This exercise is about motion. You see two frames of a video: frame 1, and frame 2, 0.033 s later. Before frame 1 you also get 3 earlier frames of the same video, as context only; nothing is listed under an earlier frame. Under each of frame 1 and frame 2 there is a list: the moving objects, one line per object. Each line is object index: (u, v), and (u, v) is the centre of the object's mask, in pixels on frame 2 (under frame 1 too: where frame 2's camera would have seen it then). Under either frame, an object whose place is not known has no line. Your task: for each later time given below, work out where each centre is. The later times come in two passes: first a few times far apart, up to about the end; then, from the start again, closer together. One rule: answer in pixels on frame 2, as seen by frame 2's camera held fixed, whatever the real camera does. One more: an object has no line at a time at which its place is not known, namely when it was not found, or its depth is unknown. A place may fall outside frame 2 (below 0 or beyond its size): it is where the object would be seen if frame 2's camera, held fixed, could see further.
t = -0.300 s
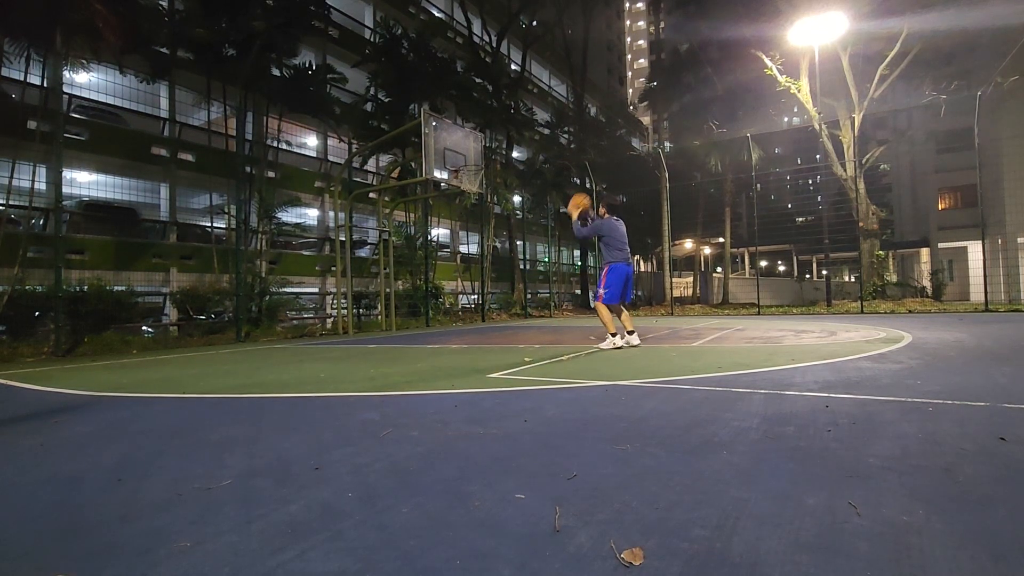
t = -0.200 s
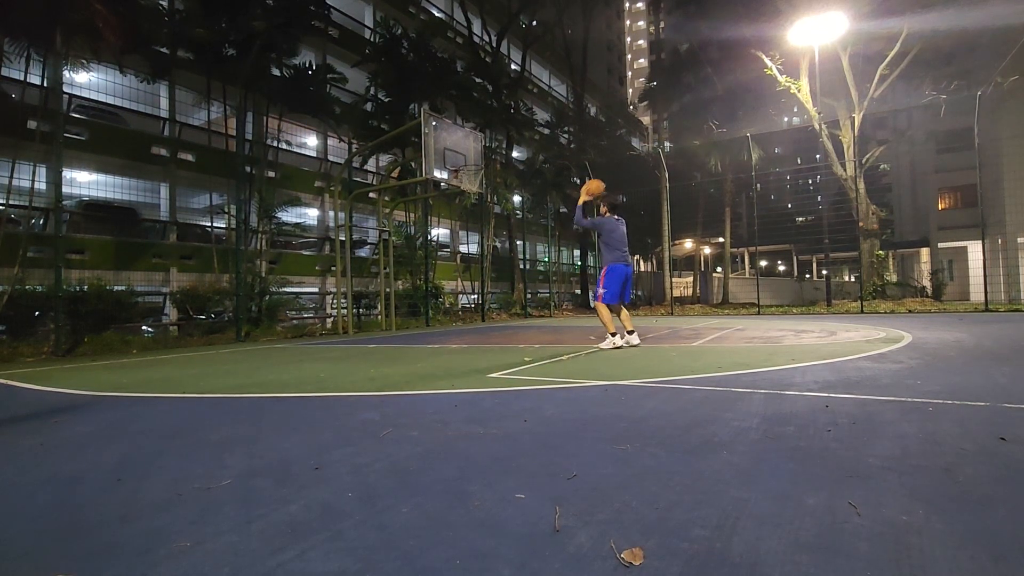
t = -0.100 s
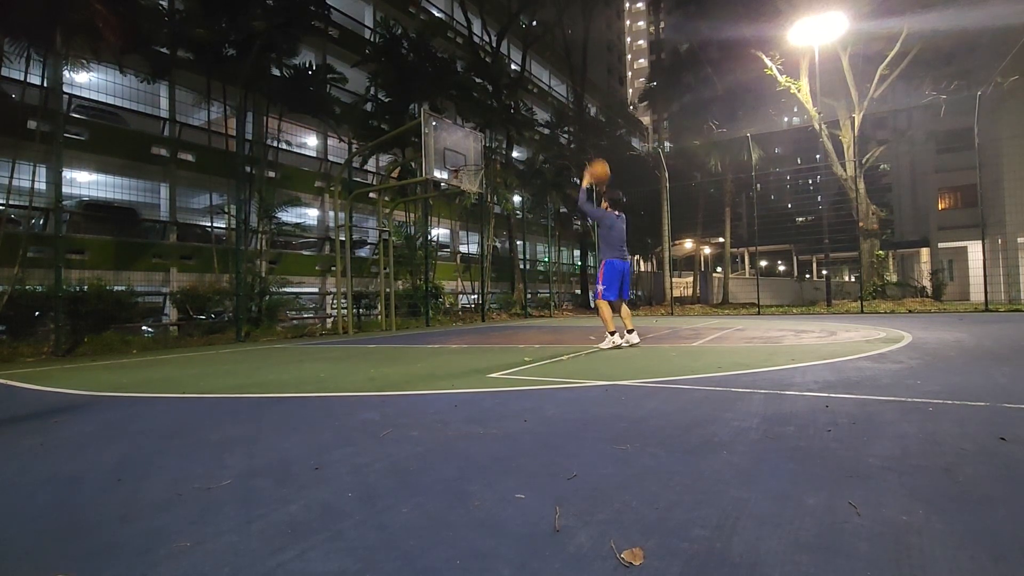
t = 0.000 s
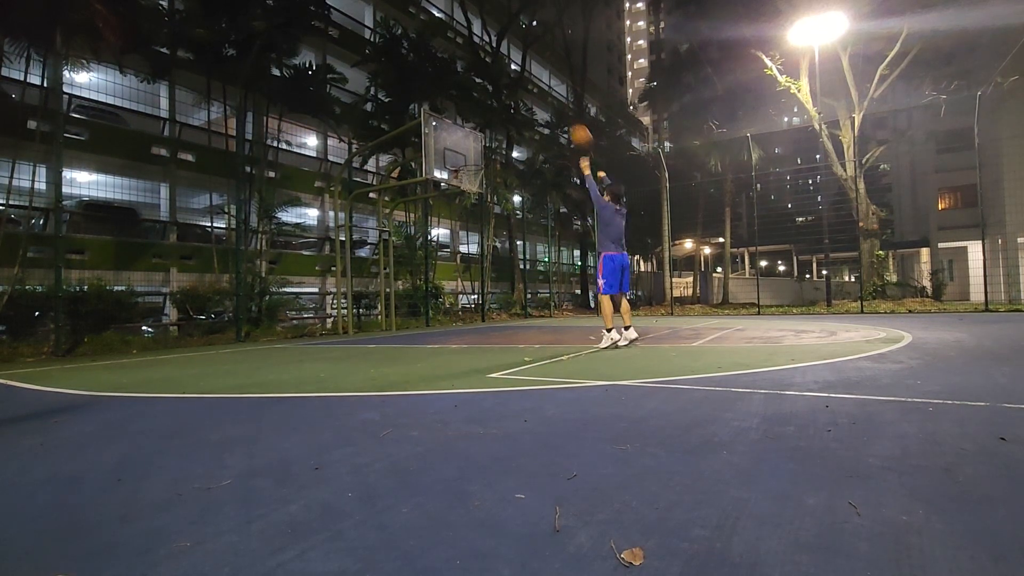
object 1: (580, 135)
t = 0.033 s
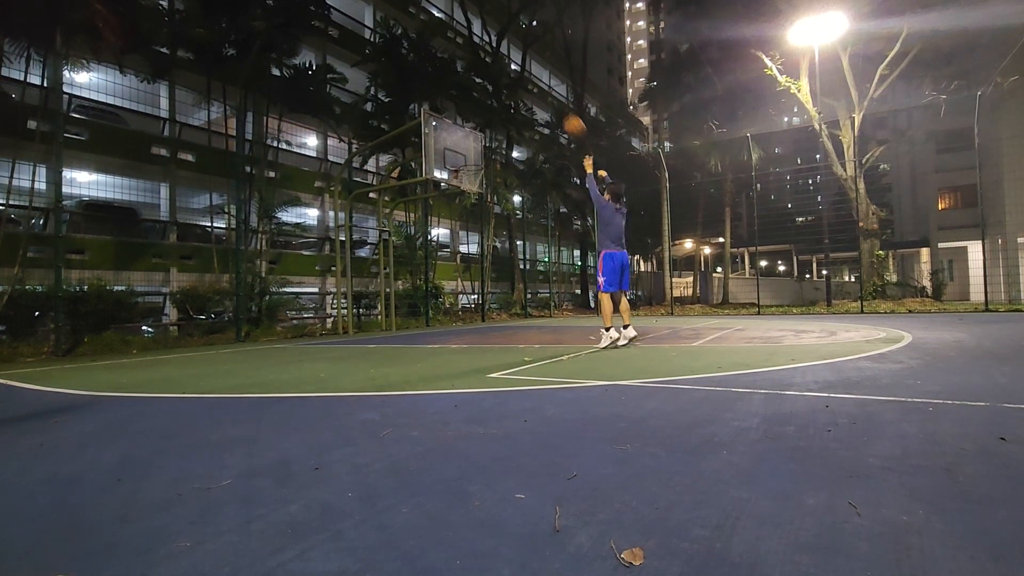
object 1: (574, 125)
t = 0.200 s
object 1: (546, 94)
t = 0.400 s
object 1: (520, 88)
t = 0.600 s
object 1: (500, 105)
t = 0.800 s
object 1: (483, 141)
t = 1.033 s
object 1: (470, 171)
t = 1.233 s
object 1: (486, 189)
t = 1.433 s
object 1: (505, 232)
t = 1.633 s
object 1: (524, 301)
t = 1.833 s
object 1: (540, 279)
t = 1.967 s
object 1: (550, 243)
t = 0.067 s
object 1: (568, 117)
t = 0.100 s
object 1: (562, 111)
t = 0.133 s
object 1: (557, 104)
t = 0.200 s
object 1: (546, 94)
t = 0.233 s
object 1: (541, 91)
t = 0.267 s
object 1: (536, 88)
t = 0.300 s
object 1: (532, 88)
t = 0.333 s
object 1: (528, 87)
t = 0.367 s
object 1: (524, 87)
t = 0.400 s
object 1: (520, 88)
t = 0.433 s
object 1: (516, 89)
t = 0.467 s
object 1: (512, 91)
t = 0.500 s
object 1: (509, 94)
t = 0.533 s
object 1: (505, 97)
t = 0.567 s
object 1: (502, 101)
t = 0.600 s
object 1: (500, 105)
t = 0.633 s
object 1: (496, 110)
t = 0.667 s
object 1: (493, 115)
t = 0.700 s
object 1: (491, 121)
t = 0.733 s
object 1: (488, 128)
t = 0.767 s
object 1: (486, 134)
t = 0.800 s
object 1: (483, 141)
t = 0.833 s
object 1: (480, 149)
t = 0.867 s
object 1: (478, 157)
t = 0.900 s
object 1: (475, 165)
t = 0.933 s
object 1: (472, 168)
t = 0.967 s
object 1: (470, 169)
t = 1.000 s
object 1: (469, 170)
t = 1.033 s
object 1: (470, 171)
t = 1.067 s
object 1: (471, 172)
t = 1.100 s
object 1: (474, 174)
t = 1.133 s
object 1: (478, 177)
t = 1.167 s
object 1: (481, 181)
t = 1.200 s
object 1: (484, 186)
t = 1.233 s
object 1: (486, 189)
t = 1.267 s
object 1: (489, 195)
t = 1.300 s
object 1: (493, 201)
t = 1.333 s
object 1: (495, 208)
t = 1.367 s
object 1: (498, 215)
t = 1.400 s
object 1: (501, 222)
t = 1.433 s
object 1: (505, 232)
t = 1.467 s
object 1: (508, 242)
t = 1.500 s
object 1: (511, 253)
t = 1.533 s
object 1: (514, 264)
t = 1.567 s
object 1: (518, 275)
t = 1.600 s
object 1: (521, 288)
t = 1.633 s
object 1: (524, 301)
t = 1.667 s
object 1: (528, 315)
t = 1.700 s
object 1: (531, 325)
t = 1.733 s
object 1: (534, 312)
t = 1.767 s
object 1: (536, 301)
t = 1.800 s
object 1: (538, 290)
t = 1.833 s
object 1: (540, 279)
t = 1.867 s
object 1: (542, 270)
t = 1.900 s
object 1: (544, 261)
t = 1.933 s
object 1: (547, 251)
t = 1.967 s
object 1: (550, 243)
